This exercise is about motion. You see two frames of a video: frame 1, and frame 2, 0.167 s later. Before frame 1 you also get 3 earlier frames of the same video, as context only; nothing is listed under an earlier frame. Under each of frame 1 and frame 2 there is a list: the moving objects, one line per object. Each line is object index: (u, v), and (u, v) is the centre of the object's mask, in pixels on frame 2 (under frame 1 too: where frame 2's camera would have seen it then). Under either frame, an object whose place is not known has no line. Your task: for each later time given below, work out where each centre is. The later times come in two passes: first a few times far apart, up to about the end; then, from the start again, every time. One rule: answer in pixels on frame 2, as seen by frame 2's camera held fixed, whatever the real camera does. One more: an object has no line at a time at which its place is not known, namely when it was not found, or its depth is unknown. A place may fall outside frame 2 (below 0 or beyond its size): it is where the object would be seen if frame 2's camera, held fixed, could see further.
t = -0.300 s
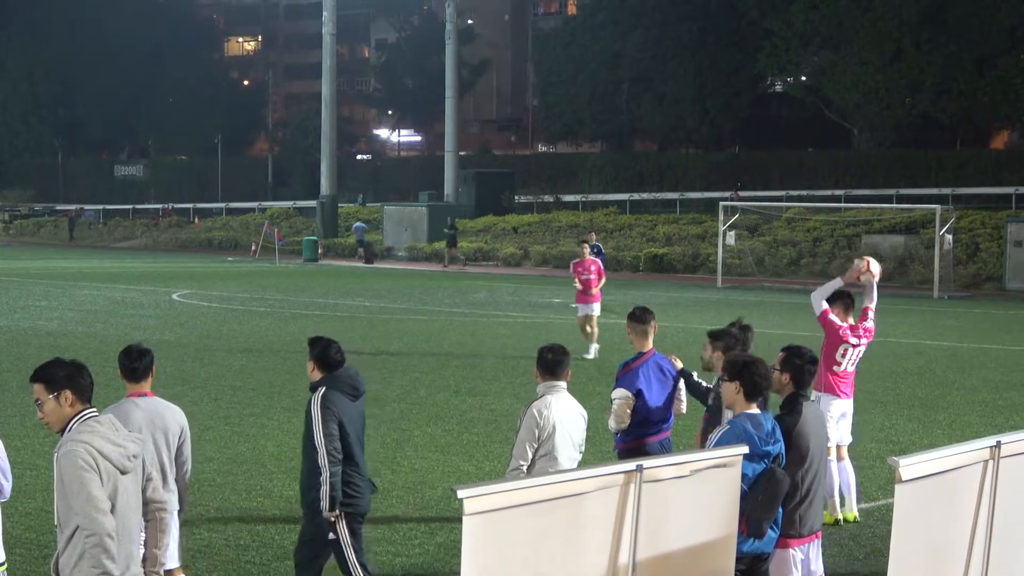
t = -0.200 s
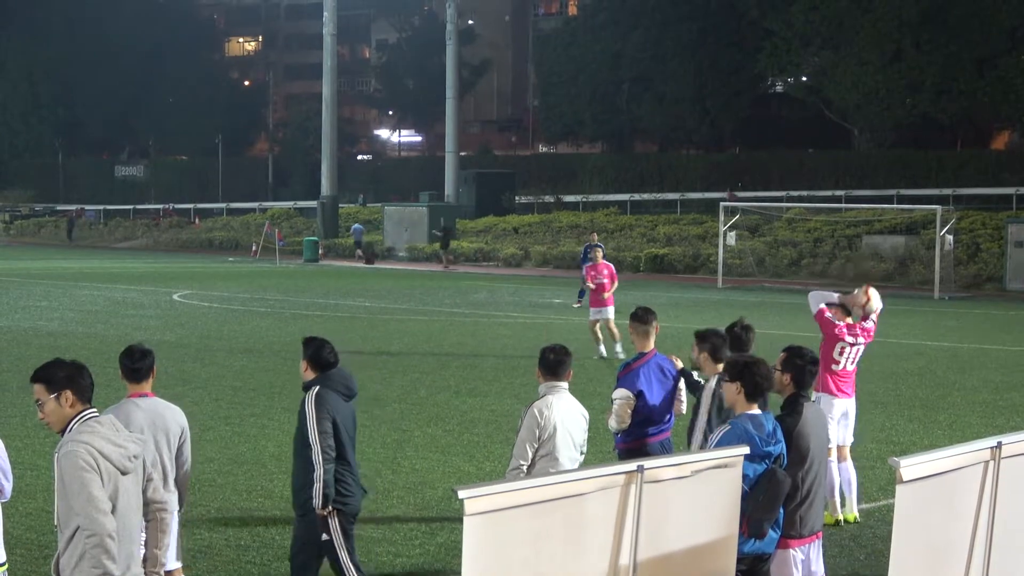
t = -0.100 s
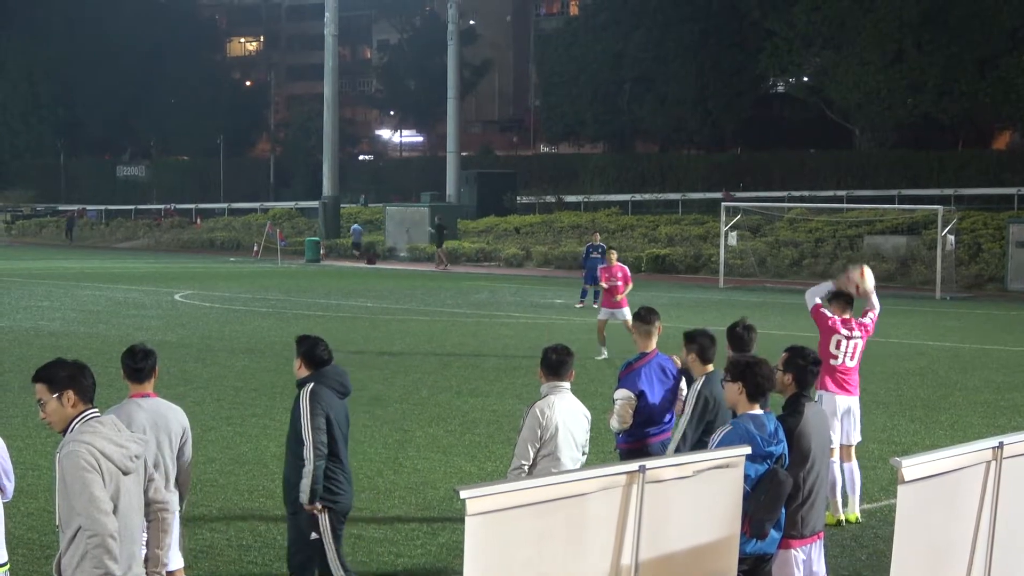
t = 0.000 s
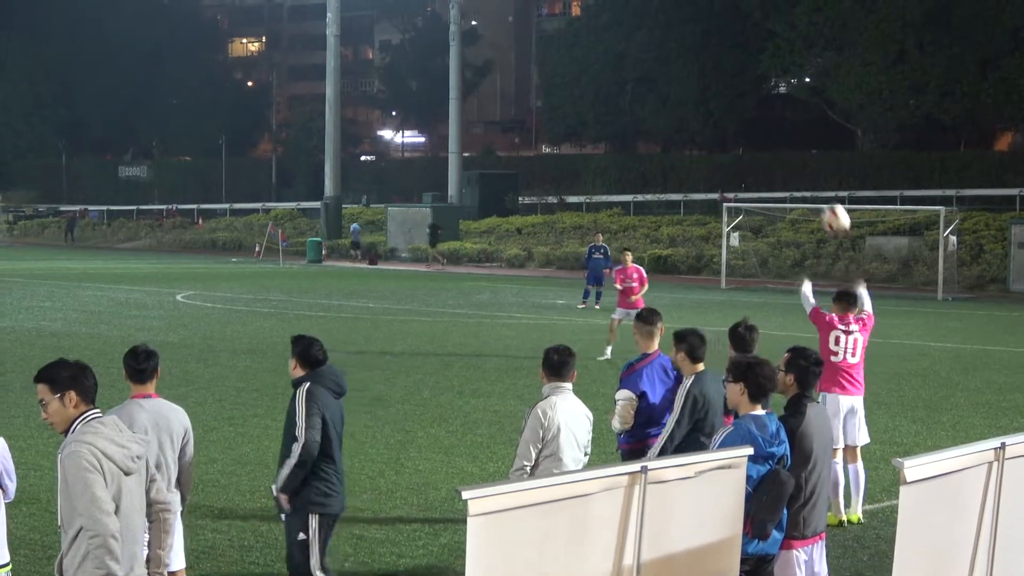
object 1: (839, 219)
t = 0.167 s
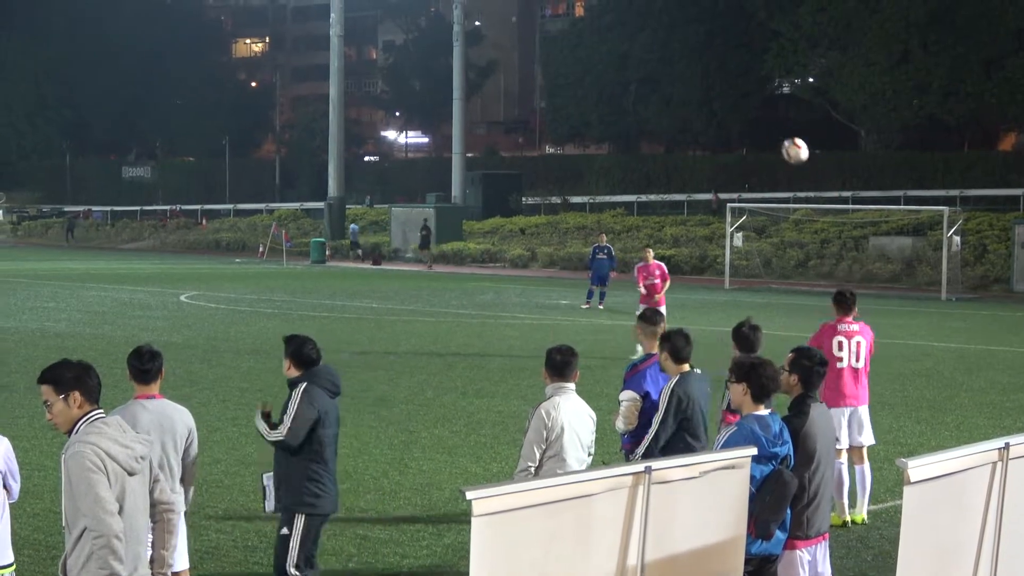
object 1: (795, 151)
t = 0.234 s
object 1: (781, 135)
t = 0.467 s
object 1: (739, 119)
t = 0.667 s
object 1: (713, 144)
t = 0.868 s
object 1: (695, 196)
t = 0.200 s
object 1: (788, 142)
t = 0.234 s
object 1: (781, 135)
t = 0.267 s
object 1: (774, 130)
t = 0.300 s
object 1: (767, 125)
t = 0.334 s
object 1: (761, 122)
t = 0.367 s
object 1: (755, 120)
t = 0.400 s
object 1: (750, 118)
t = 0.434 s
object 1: (744, 118)
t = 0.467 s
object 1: (739, 119)
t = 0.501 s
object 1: (734, 121)
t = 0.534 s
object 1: (730, 124)
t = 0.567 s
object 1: (725, 127)
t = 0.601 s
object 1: (721, 132)
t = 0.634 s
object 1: (717, 137)
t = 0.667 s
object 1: (713, 144)
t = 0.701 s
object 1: (710, 151)
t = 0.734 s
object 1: (707, 158)
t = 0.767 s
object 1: (703, 166)
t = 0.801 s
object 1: (700, 175)
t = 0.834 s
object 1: (698, 185)
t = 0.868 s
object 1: (695, 196)
